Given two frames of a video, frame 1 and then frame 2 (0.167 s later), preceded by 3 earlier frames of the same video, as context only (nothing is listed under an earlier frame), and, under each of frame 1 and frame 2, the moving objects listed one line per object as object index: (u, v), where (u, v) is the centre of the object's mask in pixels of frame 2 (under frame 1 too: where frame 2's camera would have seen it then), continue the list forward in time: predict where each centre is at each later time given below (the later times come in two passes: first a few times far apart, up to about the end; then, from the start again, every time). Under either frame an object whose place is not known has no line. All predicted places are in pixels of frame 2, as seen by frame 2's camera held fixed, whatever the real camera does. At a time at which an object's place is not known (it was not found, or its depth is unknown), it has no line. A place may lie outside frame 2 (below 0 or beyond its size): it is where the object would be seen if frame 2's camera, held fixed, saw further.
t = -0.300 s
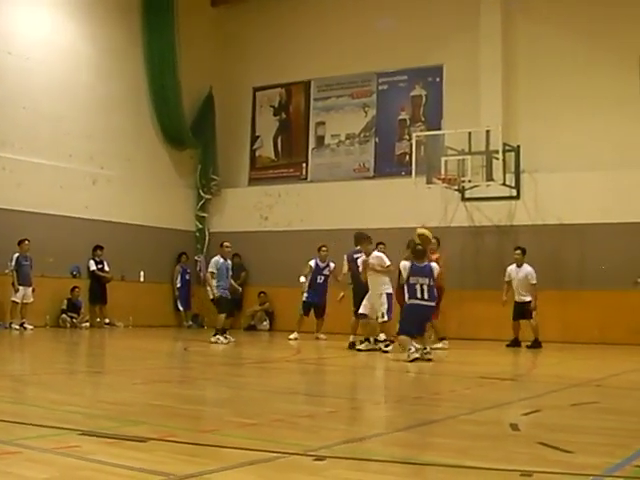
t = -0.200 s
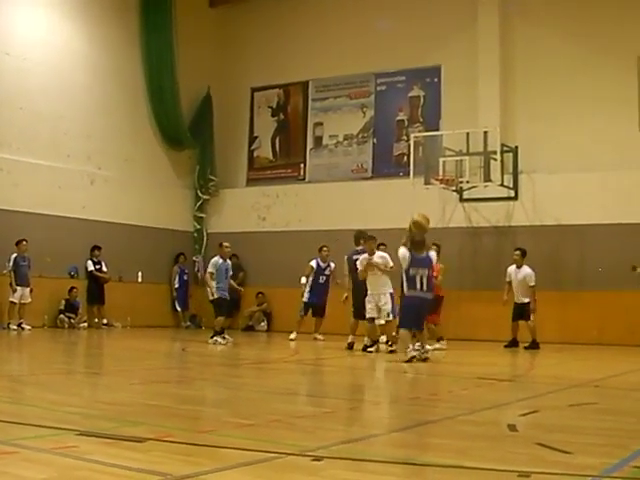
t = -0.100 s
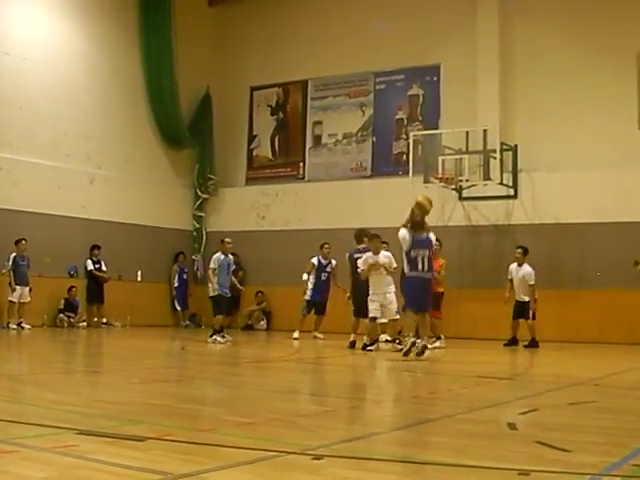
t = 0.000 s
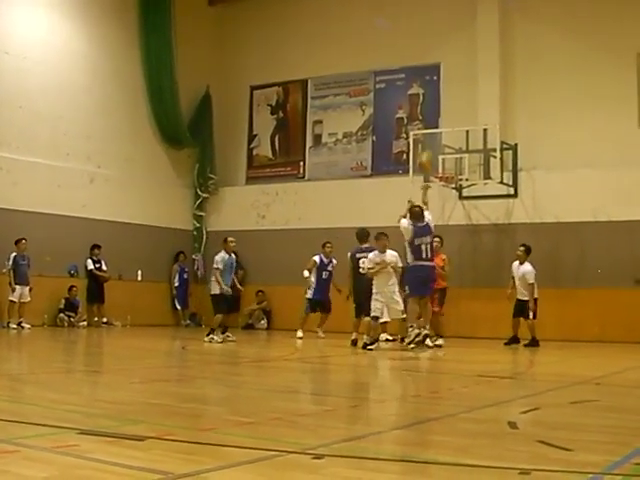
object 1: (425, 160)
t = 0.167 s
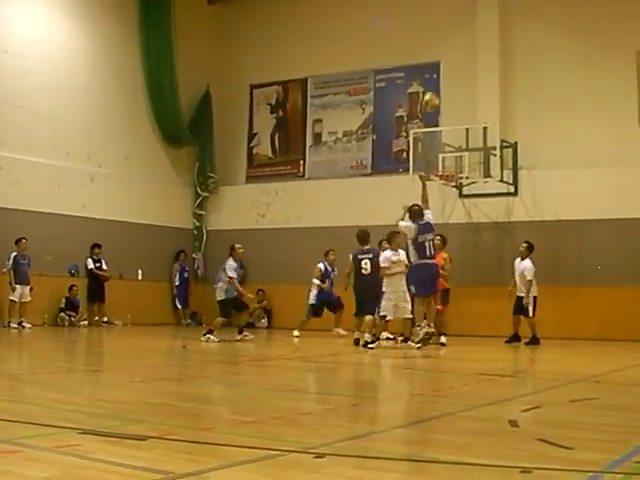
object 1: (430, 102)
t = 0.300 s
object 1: (433, 72)
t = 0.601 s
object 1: (438, 53)
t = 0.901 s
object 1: (441, 89)
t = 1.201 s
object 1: (445, 165)
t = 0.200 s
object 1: (431, 93)
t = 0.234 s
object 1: (431, 84)
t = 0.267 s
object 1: (432, 78)
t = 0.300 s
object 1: (433, 72)
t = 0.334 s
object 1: (434, 66)
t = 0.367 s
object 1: (434, 62)
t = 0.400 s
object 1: (434, 59)
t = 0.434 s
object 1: (435, 57)
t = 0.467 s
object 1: (436, 55)
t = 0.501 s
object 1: (436, 54)
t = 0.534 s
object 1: (437, 53)
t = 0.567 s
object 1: (437, 53)
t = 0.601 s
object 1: (438, 53)
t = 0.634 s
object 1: (439, 54)
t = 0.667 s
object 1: (439, 57)
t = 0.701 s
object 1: (439, 60)
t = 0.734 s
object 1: (439, 63)
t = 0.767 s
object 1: (440, 67)
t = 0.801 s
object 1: (441, 72)
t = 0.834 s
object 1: (441, 77)
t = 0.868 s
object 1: (441, 81)
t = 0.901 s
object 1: (441, 89)
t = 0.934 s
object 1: (443, 95)
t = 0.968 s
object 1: (443, 102)
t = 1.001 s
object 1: (443, 110)
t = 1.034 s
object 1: (444, 117)
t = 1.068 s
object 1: (445, 126)
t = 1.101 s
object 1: (445, 135)
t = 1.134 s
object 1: (447, 145)
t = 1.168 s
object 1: (445, 153)
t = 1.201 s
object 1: (445, 165)
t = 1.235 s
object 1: (442, 175)
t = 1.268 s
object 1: (445, 185)
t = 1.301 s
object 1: (445, 189)
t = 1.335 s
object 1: (445, 193)
